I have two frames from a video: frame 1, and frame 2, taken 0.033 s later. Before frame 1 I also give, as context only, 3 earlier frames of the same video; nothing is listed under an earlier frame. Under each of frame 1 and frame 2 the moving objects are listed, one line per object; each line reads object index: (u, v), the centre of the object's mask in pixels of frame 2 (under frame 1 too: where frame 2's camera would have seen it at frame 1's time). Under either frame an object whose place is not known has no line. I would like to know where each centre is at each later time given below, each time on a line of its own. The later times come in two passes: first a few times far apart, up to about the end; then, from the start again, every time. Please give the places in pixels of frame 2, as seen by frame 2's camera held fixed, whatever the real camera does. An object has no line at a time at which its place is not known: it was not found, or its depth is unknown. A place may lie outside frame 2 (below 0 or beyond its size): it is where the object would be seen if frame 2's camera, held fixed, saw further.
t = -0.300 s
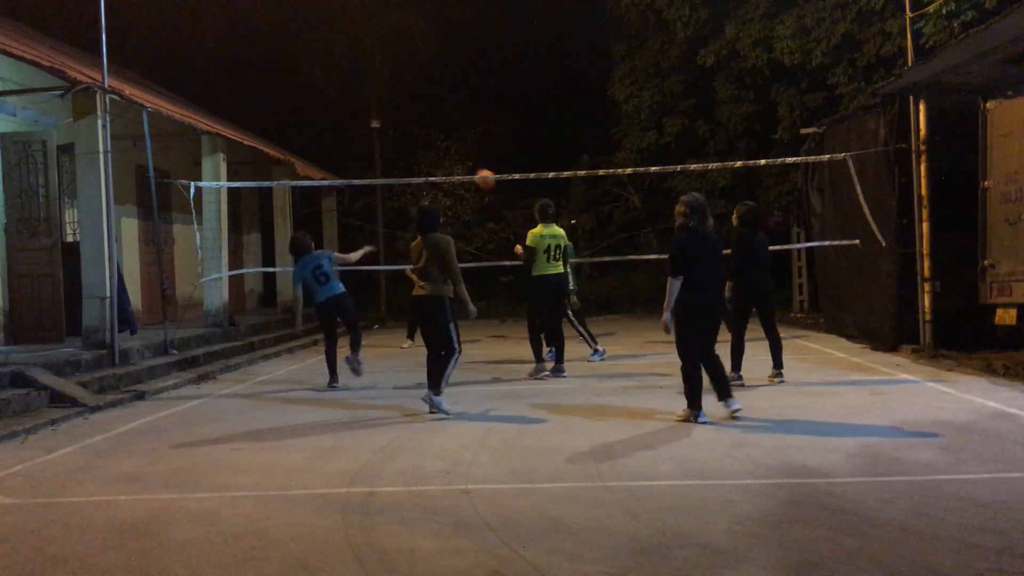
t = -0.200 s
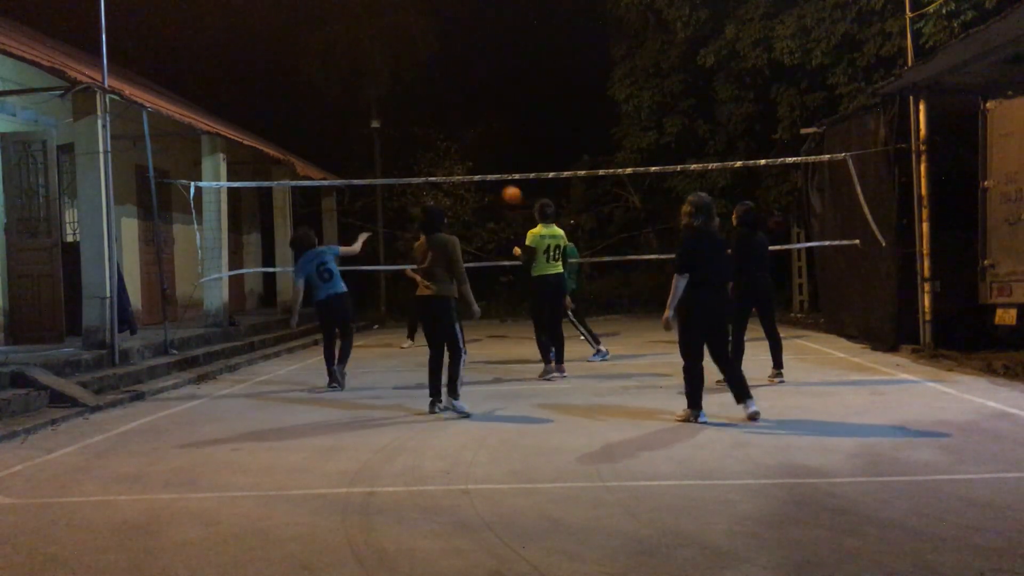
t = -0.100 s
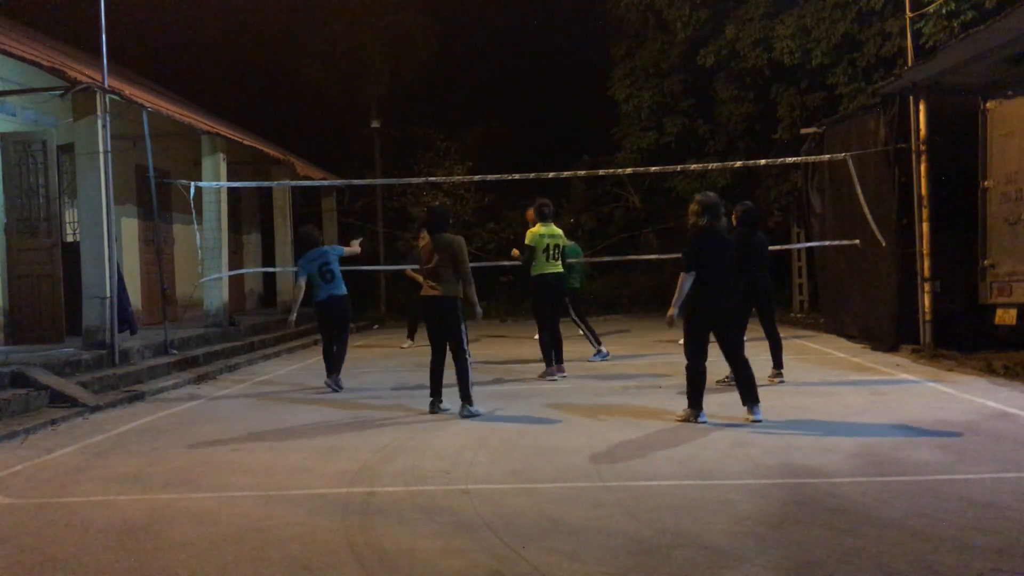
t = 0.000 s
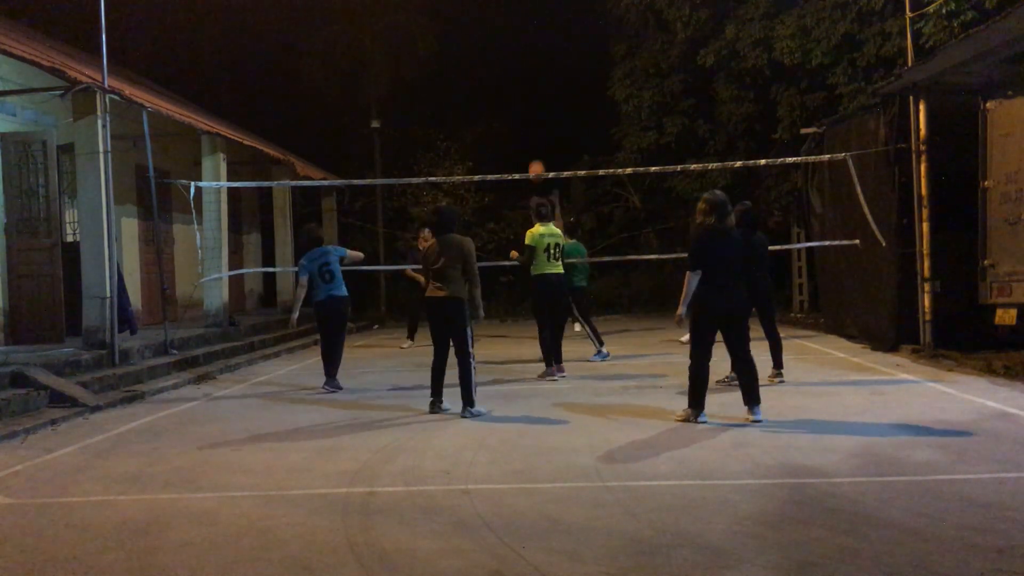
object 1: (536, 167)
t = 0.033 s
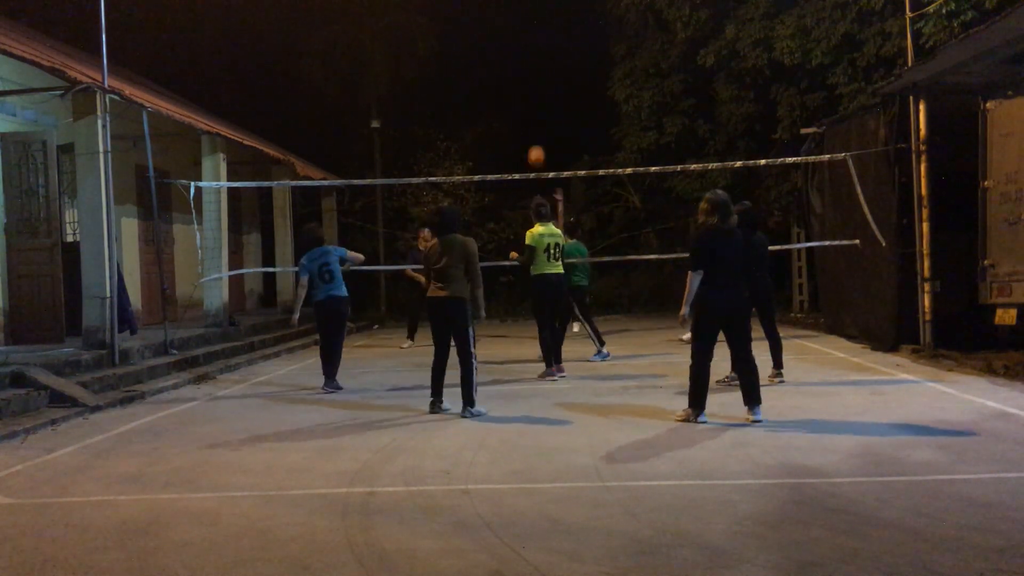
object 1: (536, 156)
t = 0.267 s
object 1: (534, 74)
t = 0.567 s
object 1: (533, 27)
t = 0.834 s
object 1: (534, 43)
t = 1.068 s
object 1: (537, 106)
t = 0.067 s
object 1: (536, 141)
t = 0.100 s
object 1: (536, 128)
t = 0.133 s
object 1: (536, 116)
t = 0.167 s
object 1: (535, 104)
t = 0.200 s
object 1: (535, 93)
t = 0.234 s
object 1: (534, 83)
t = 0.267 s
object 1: (534, 74)
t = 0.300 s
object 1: (533, 65)
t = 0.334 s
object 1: (533, 58)
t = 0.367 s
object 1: (533, 51)
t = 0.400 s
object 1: (532, 45)
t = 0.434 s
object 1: (532, 40)
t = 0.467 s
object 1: (532, 35)
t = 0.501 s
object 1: (532, 31)
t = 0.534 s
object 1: (532, 29)
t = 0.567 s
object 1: (533, 27)
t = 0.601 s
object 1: (533, 26)
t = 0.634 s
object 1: (533, 26)
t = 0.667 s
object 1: (533, 26)
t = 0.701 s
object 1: (533, 28)
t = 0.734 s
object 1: (534, 30)
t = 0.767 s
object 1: (534, 34)
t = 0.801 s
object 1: (534, 38)
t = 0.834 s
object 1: (534, 43)
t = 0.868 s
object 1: (535, 50)
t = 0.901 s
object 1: (535, 56)
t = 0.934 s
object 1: (535, 64)
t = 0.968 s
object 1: (536, 73)
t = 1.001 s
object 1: (536, 84)
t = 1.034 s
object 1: (536, 94)
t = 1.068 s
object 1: (537, 106)
